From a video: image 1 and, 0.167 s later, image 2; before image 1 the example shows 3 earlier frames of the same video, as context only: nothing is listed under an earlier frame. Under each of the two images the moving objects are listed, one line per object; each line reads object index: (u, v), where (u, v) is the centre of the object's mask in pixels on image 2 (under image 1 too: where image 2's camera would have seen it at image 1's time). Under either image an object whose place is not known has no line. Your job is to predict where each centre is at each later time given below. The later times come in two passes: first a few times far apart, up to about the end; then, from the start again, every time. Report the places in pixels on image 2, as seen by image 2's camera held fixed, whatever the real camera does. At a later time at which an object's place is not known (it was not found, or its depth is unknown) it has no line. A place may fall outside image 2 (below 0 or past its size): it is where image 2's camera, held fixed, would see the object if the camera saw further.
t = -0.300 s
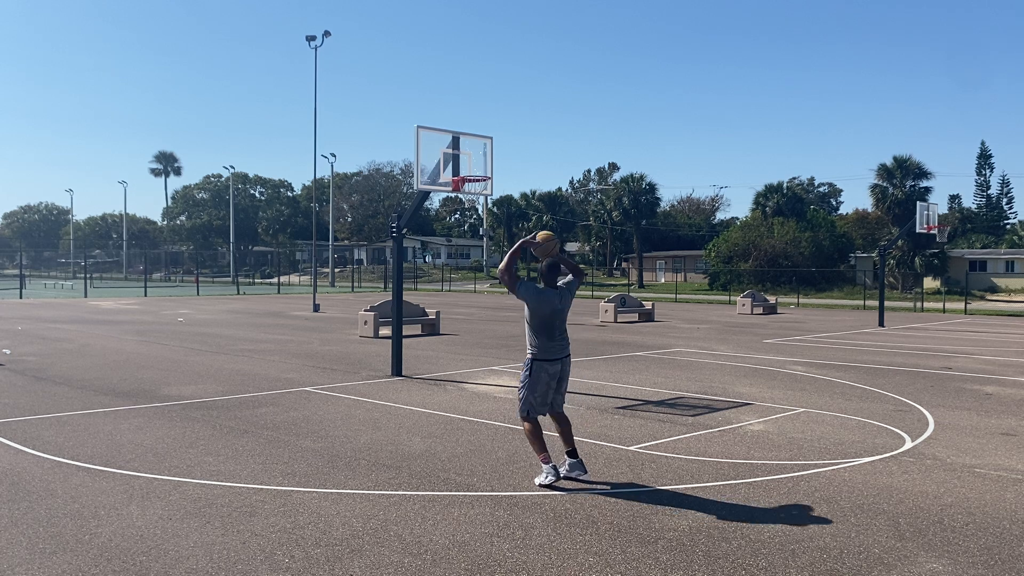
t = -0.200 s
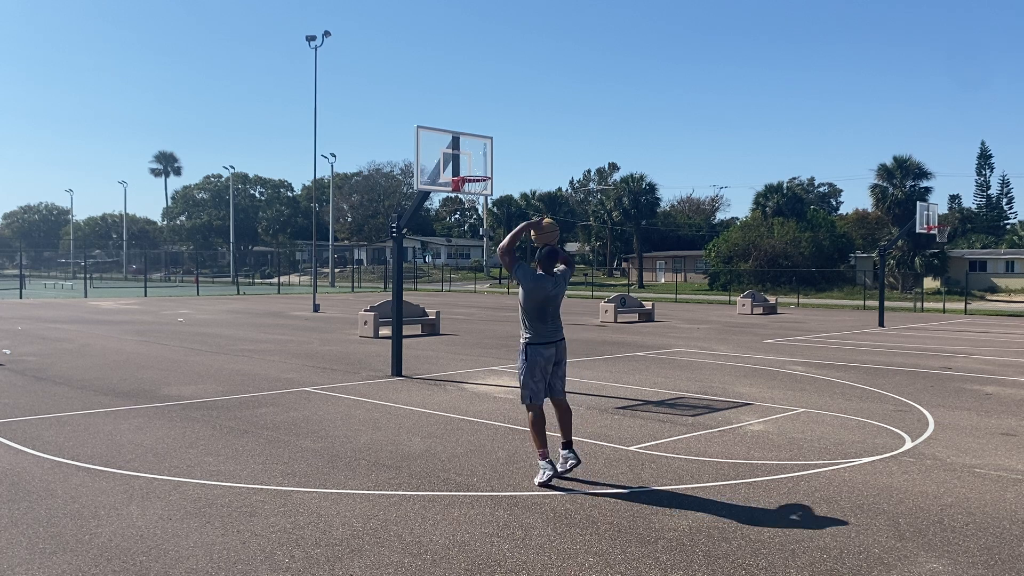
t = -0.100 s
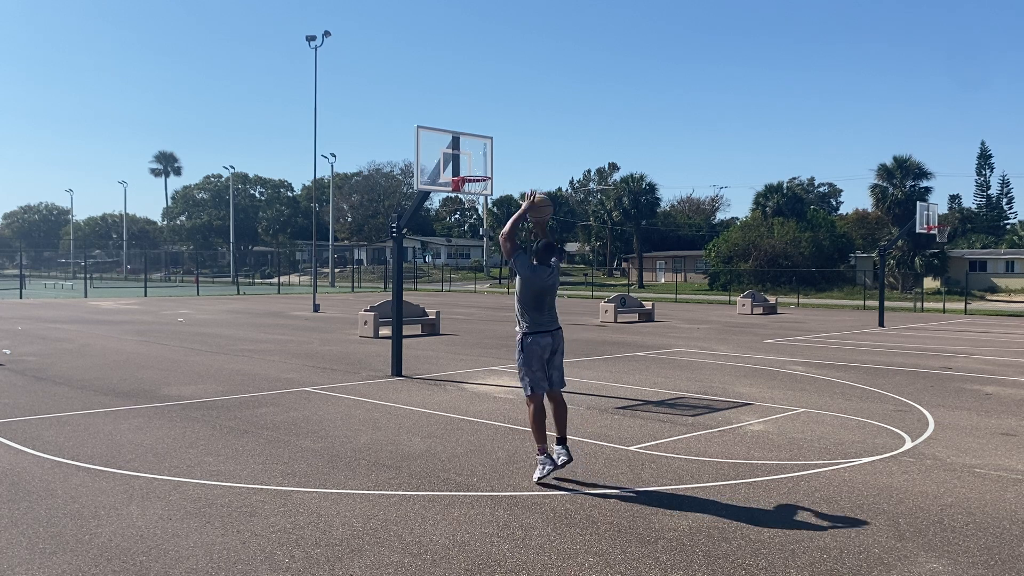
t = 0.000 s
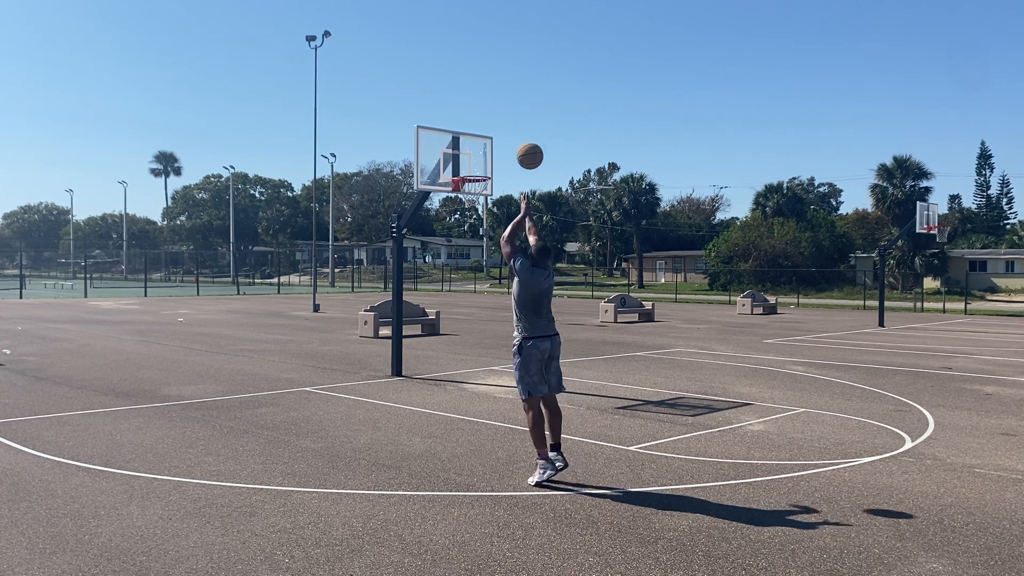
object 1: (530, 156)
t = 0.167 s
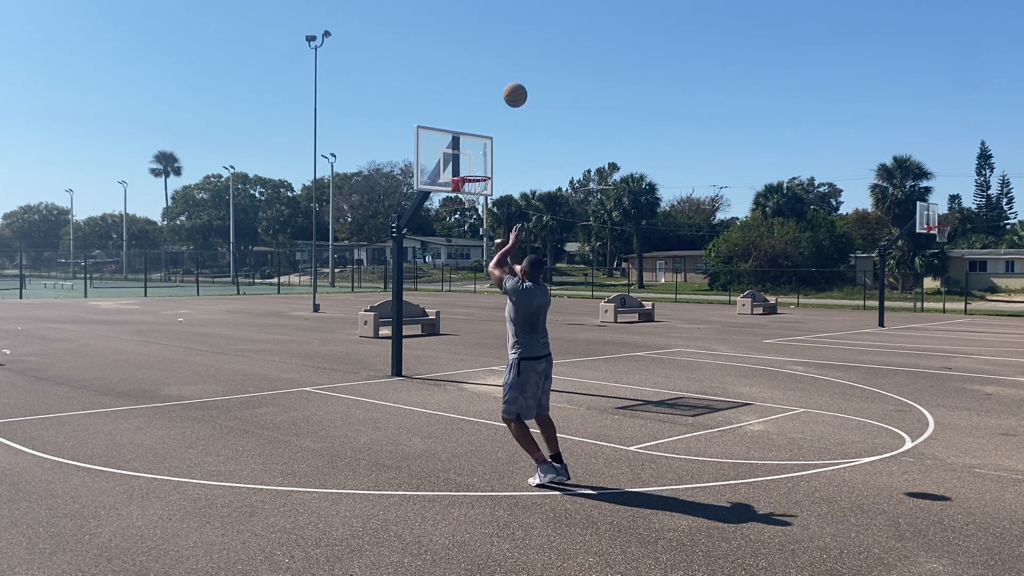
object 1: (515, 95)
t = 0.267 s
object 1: (507, 76)
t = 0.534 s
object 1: (490, 75)
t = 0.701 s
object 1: (481, 101)
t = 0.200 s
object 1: (513, 87)
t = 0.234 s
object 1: (510, 81)
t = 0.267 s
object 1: (507, 76)
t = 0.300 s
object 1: (505, 72)
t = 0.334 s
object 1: (503, 70)
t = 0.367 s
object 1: (501, 68)
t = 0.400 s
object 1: (498, 67)
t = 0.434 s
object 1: (496, 68)
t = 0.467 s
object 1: (494, 69)
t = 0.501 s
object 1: (492, 72)
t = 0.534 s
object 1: (490, 75)
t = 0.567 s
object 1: (488, 78)
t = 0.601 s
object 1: (486, 83)
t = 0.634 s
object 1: (485, 88)
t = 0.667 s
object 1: (483, 94)
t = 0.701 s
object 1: (481, 101)
